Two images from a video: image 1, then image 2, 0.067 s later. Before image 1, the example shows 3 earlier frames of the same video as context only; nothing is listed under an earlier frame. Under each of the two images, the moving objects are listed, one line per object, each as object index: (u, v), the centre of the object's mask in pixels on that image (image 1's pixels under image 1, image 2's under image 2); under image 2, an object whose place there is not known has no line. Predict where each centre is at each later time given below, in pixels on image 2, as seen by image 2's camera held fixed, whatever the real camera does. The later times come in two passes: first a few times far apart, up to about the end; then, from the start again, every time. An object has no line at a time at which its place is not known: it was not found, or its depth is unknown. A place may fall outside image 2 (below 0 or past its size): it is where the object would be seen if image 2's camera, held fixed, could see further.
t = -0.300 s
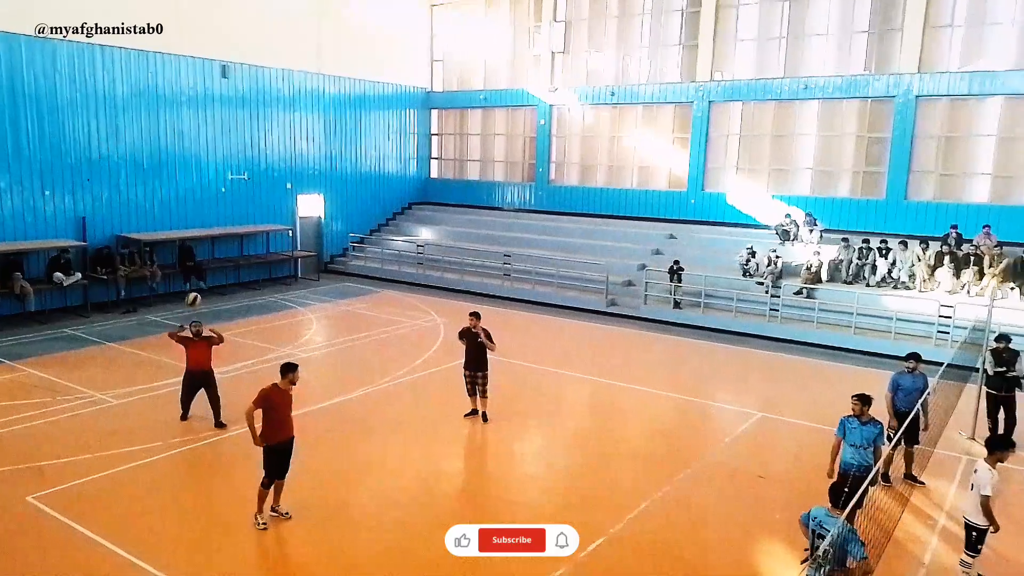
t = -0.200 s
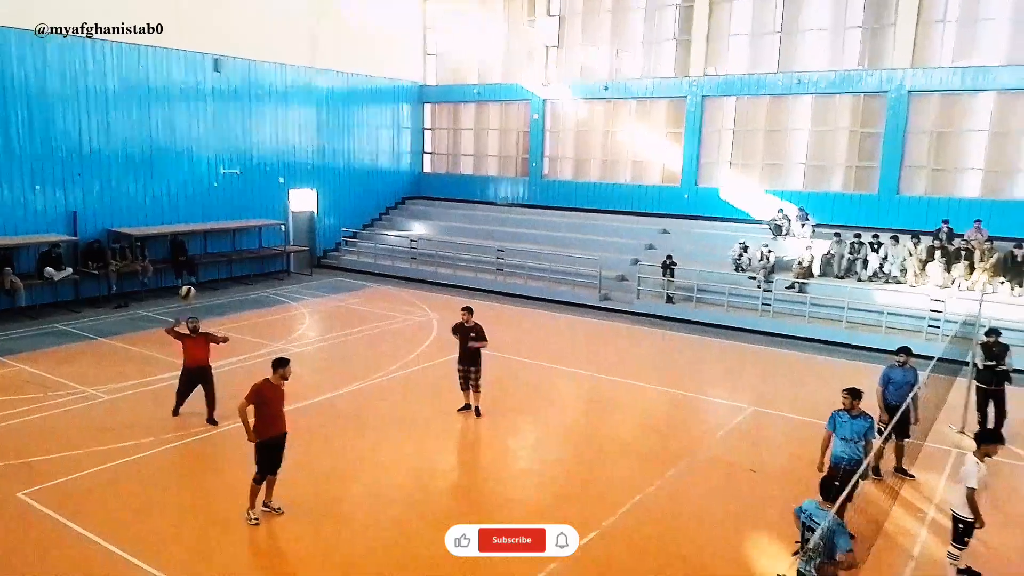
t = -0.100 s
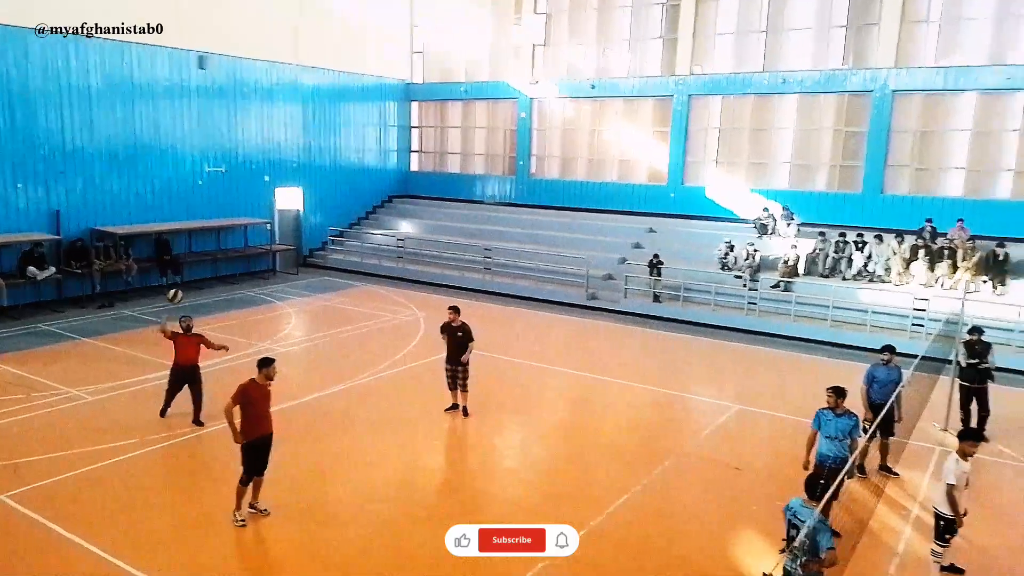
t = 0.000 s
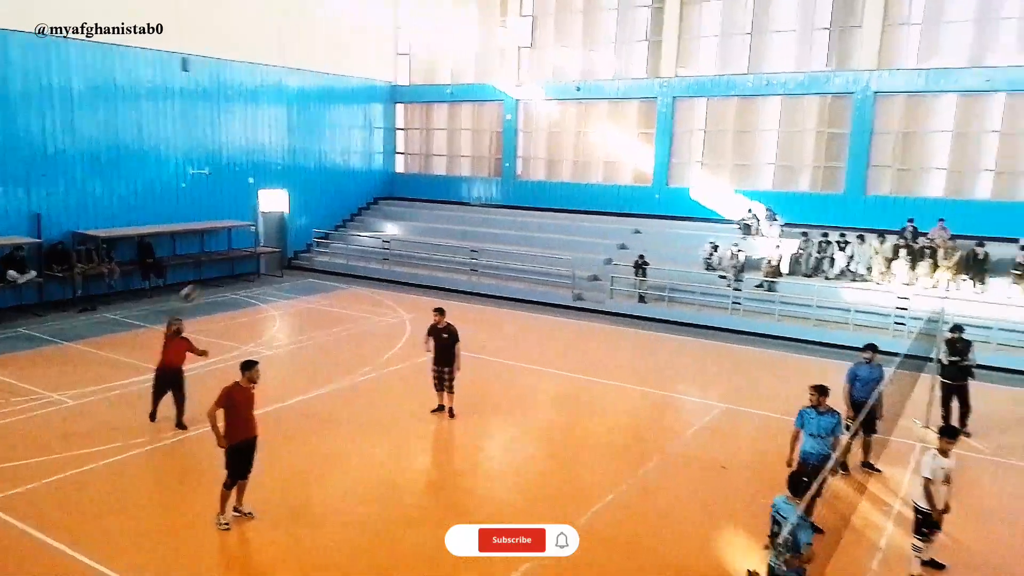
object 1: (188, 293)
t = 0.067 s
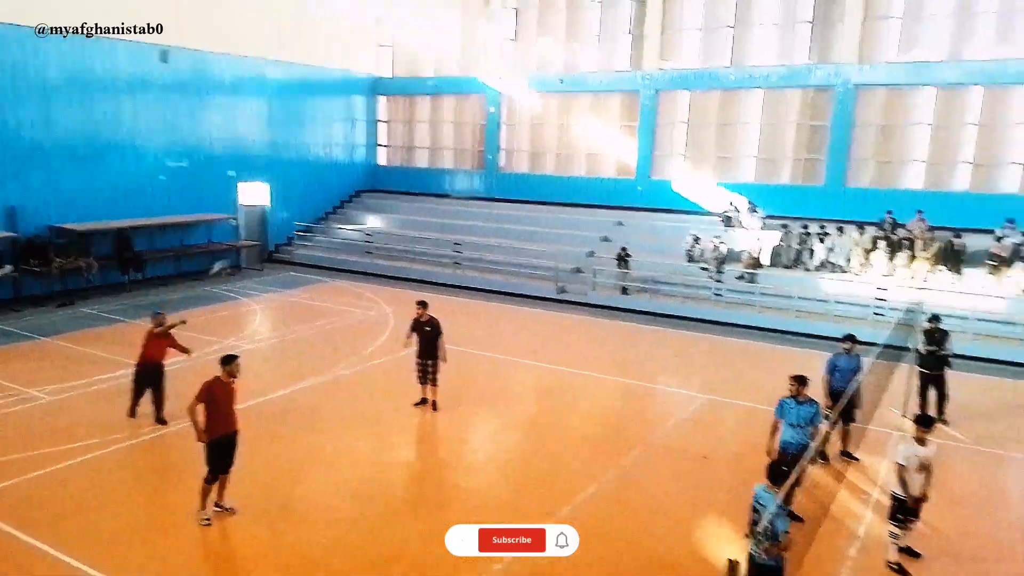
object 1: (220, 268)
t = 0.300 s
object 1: (426, 223)
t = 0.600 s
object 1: (758, 210)
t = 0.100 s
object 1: (243, 259)
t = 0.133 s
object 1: (271, 254)
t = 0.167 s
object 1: (299, 246)
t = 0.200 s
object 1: (329, 239)
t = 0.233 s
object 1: (359, 234)
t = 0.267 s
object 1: (389, 228)
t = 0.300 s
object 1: (426, 223)
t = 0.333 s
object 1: (458, 219)
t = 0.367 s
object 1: (492, 216)
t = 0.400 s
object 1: (528, 212)
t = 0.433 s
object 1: (563, 210)
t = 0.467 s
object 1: (599, 208)
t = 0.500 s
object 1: (637, 207)
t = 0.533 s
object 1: (677, 207)
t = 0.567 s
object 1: (717, 208)
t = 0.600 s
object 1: (758, 210)
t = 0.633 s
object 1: (803, 214)
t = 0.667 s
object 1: (849, 219)
